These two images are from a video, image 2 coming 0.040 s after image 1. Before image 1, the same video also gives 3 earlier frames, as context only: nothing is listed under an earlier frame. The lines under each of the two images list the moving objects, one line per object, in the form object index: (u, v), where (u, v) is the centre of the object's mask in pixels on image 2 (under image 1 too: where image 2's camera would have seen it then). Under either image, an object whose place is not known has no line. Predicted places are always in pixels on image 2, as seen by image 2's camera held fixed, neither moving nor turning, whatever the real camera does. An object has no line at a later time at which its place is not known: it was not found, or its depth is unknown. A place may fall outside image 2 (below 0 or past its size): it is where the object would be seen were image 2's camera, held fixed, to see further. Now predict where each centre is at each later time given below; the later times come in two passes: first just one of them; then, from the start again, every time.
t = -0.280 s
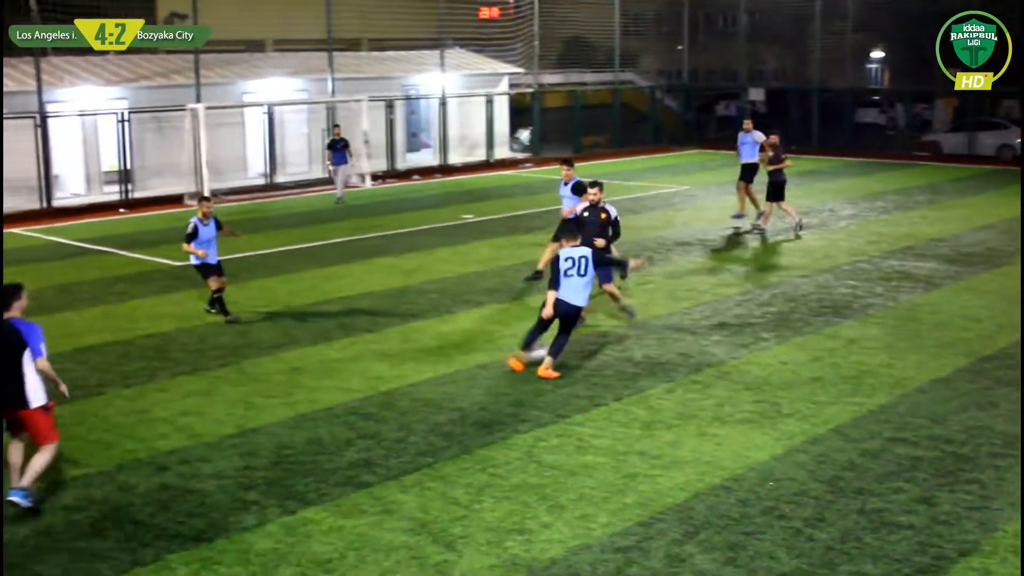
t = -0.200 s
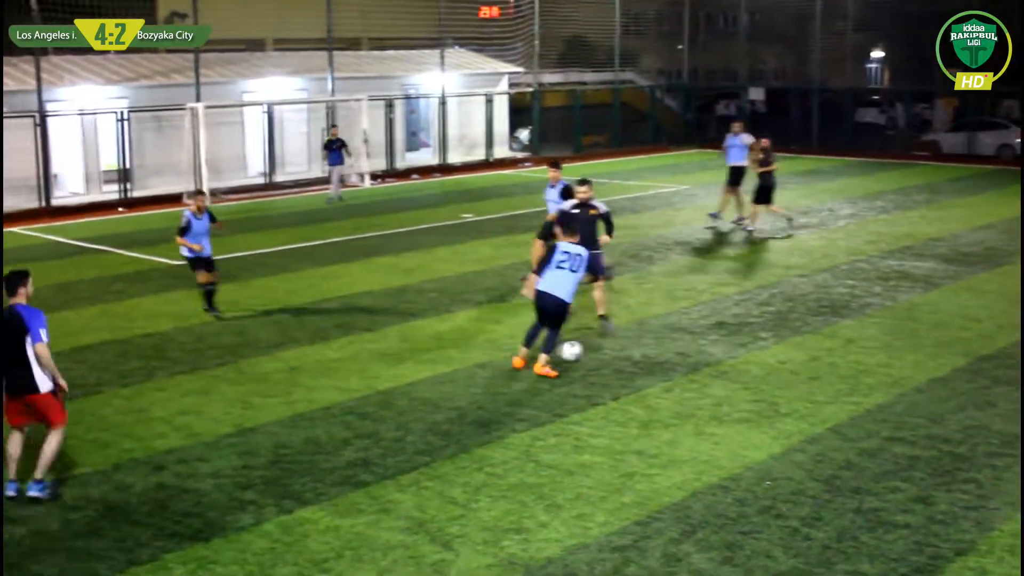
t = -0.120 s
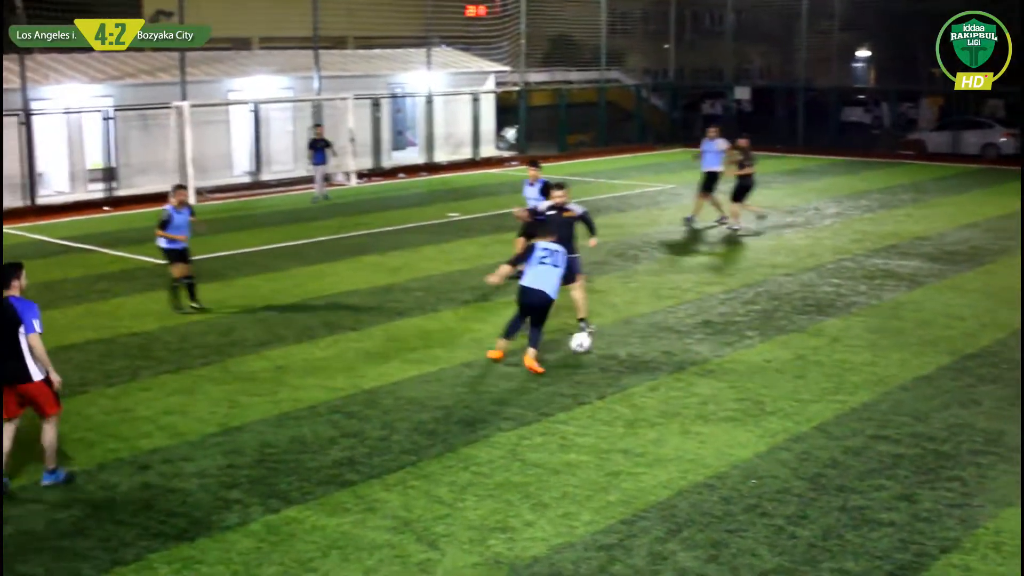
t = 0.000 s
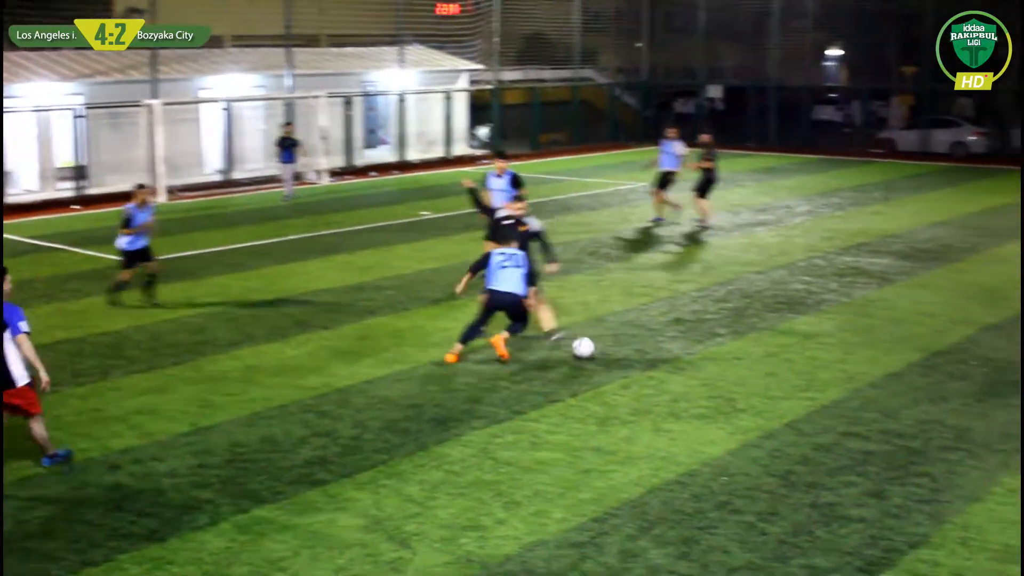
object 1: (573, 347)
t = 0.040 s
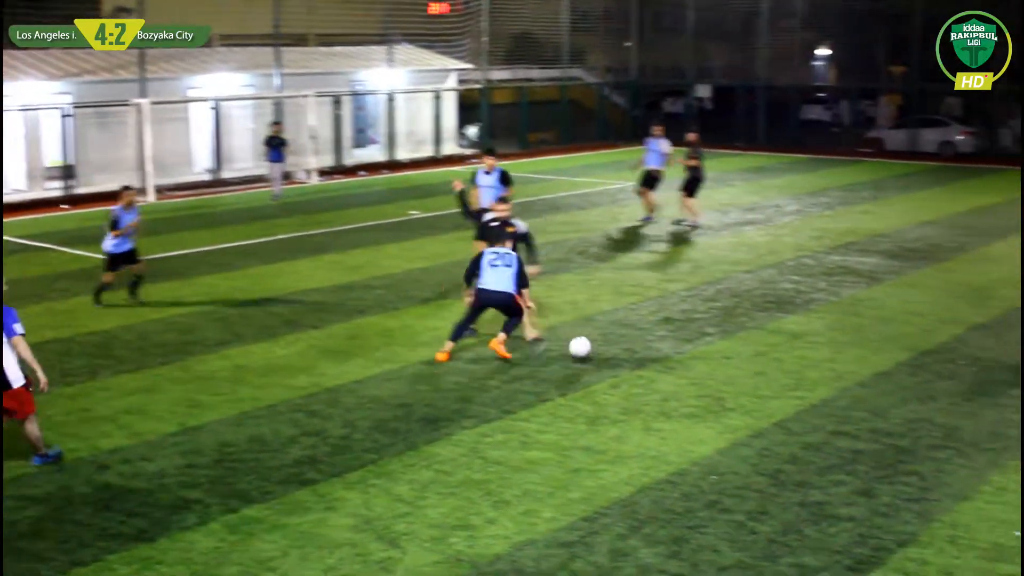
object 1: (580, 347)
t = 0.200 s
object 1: (609, 365)
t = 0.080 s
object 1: (587, 349)
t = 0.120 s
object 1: (594, 352)
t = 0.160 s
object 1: (601, 357)
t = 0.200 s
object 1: (609, 365)
